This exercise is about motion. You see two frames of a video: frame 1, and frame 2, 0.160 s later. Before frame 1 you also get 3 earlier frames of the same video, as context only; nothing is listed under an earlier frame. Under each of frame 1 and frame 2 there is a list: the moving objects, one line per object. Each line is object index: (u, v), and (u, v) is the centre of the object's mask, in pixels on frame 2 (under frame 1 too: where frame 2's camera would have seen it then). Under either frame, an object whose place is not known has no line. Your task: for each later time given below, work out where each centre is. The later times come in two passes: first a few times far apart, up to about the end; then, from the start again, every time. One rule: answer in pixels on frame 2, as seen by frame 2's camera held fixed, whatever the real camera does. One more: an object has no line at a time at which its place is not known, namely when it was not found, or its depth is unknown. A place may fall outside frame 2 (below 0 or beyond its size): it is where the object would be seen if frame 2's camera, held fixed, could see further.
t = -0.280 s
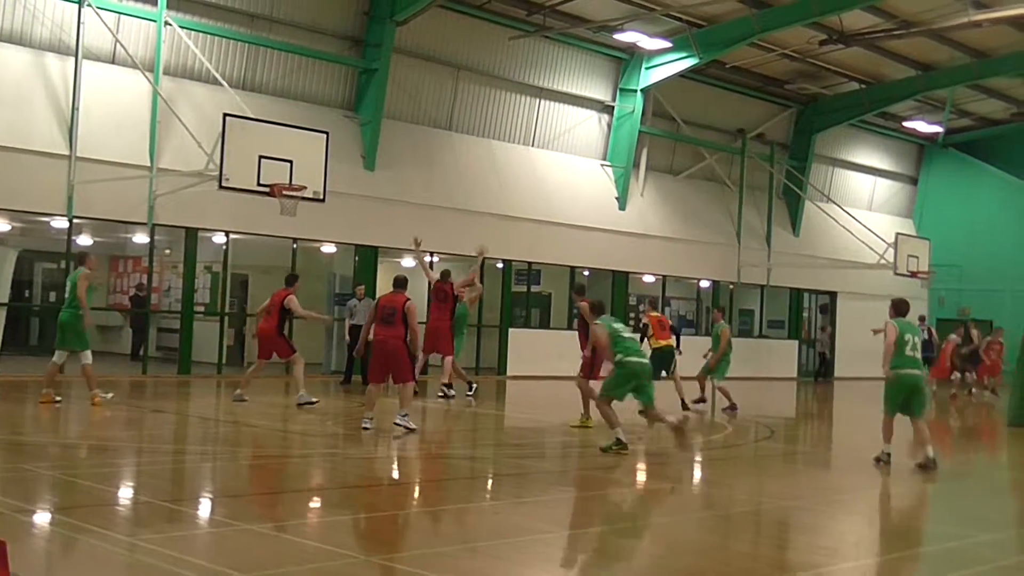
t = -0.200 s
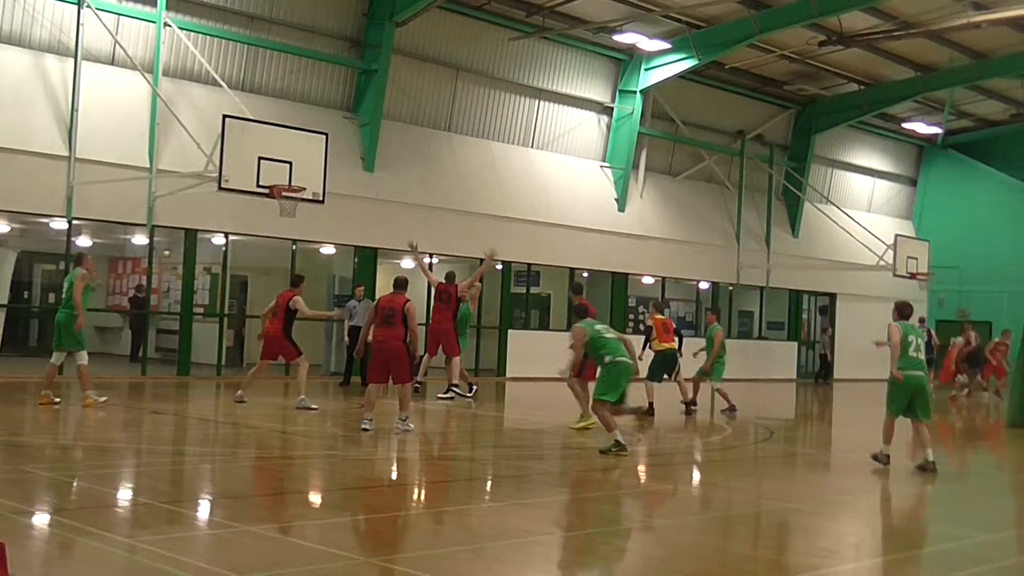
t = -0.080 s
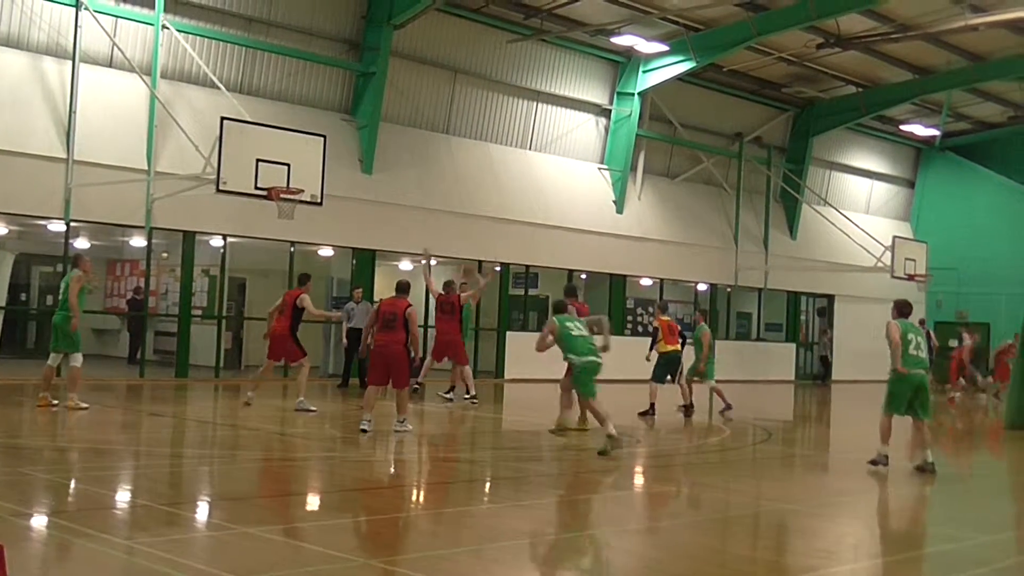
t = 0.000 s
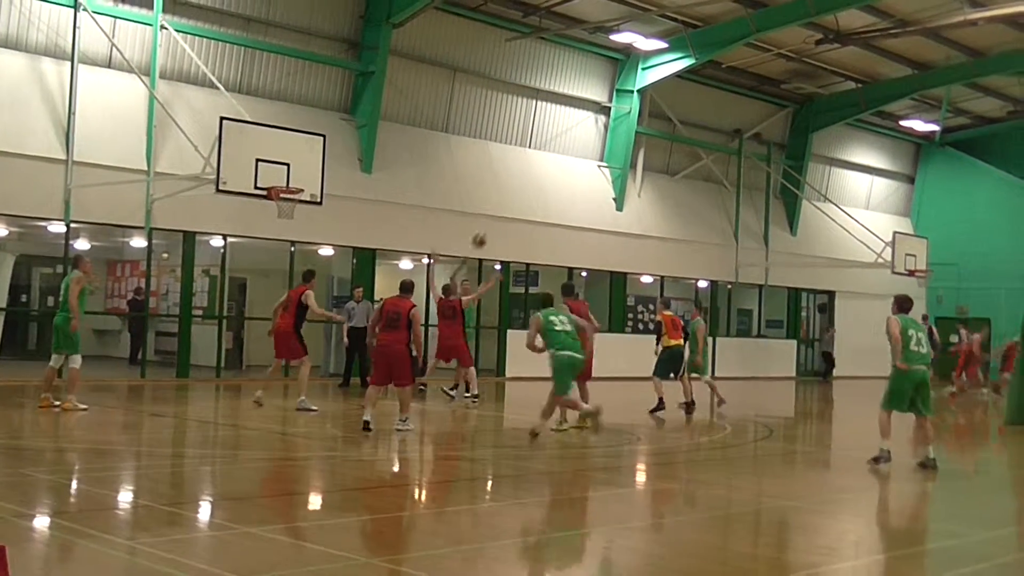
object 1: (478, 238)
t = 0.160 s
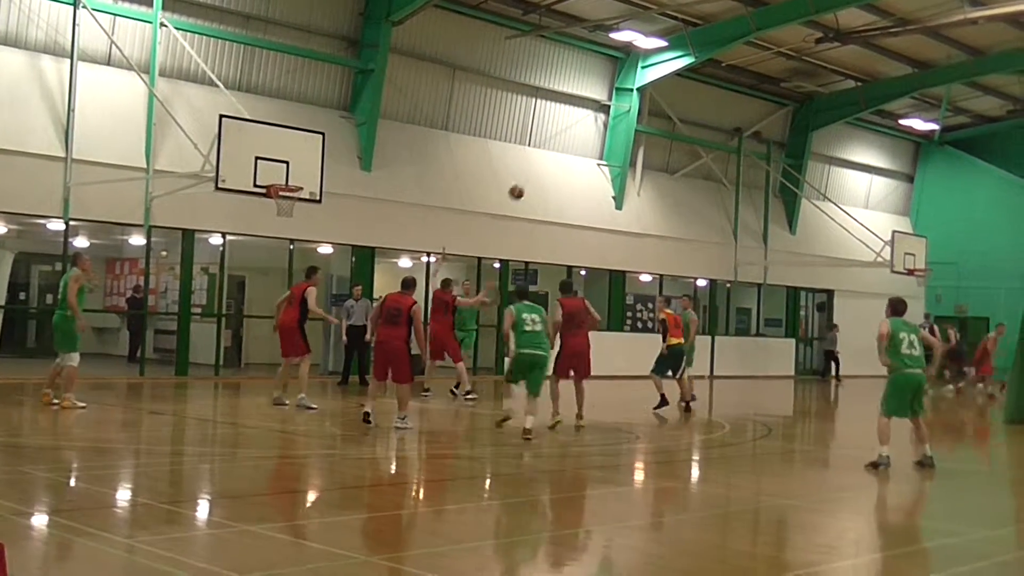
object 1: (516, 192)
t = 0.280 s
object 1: (547, 164)
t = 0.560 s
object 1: (627, 130)
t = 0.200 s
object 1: (526, 182)
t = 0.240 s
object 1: (537, 173)
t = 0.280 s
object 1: (547, 164)
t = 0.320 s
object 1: (558, 156)
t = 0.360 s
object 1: (569, 149)
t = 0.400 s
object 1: (580, 143)
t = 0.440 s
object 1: (591, 138)
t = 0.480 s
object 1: (602, 134)
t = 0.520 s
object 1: (615, 132)
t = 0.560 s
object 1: (627, 130)
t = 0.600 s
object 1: (639, 130)
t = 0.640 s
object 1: (652, 132)
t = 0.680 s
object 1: (667, 132)
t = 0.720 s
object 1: (679, 135)
